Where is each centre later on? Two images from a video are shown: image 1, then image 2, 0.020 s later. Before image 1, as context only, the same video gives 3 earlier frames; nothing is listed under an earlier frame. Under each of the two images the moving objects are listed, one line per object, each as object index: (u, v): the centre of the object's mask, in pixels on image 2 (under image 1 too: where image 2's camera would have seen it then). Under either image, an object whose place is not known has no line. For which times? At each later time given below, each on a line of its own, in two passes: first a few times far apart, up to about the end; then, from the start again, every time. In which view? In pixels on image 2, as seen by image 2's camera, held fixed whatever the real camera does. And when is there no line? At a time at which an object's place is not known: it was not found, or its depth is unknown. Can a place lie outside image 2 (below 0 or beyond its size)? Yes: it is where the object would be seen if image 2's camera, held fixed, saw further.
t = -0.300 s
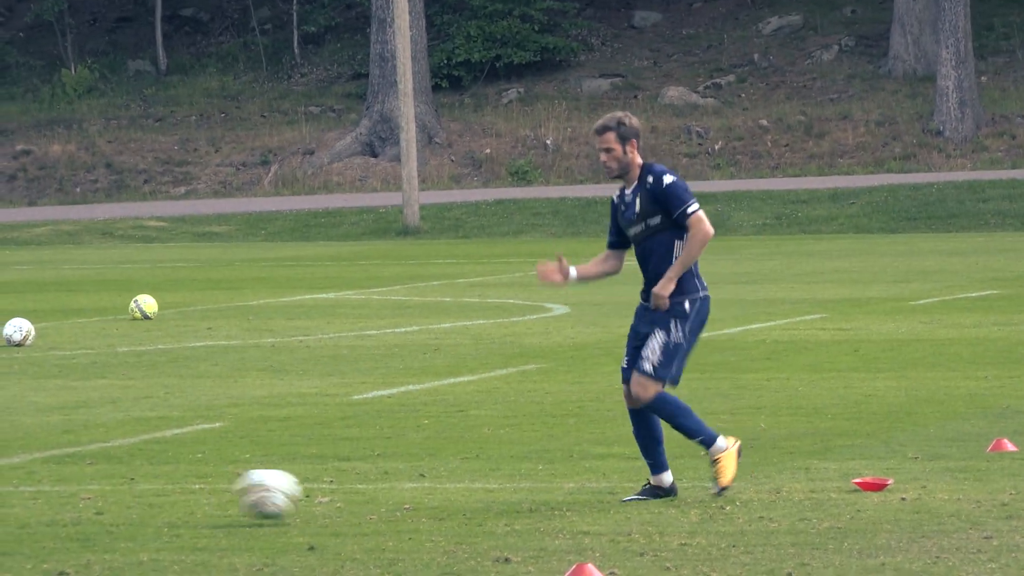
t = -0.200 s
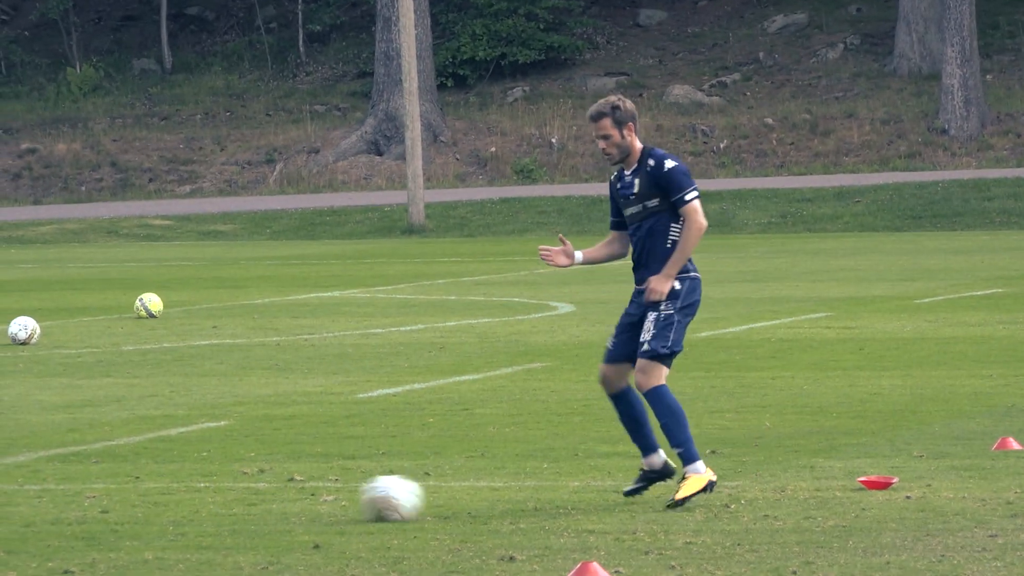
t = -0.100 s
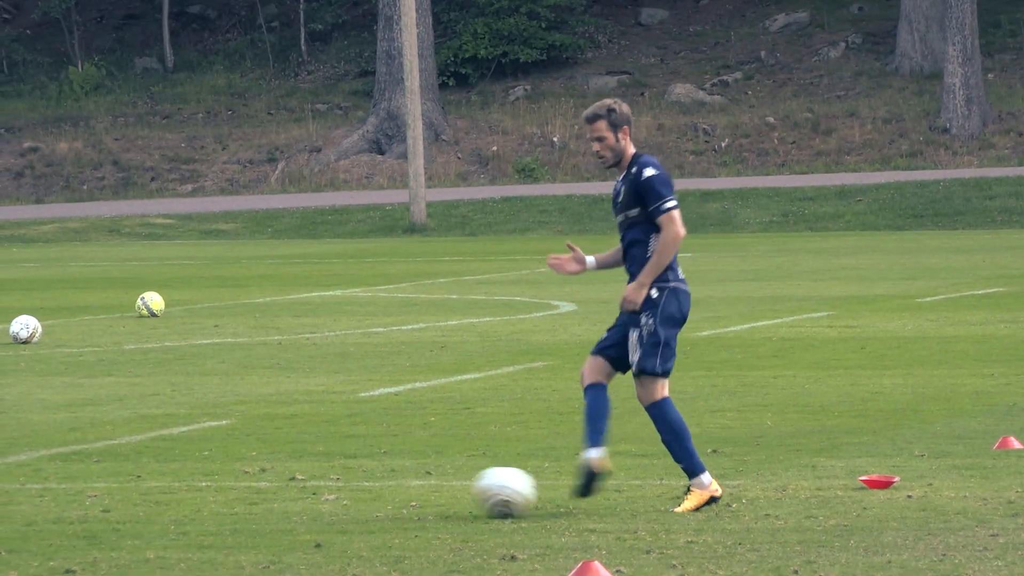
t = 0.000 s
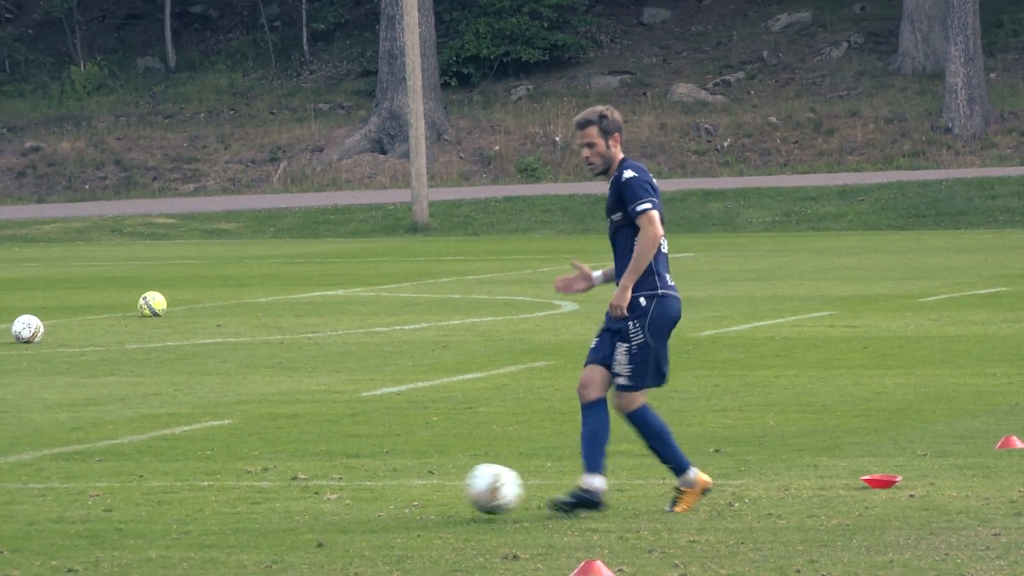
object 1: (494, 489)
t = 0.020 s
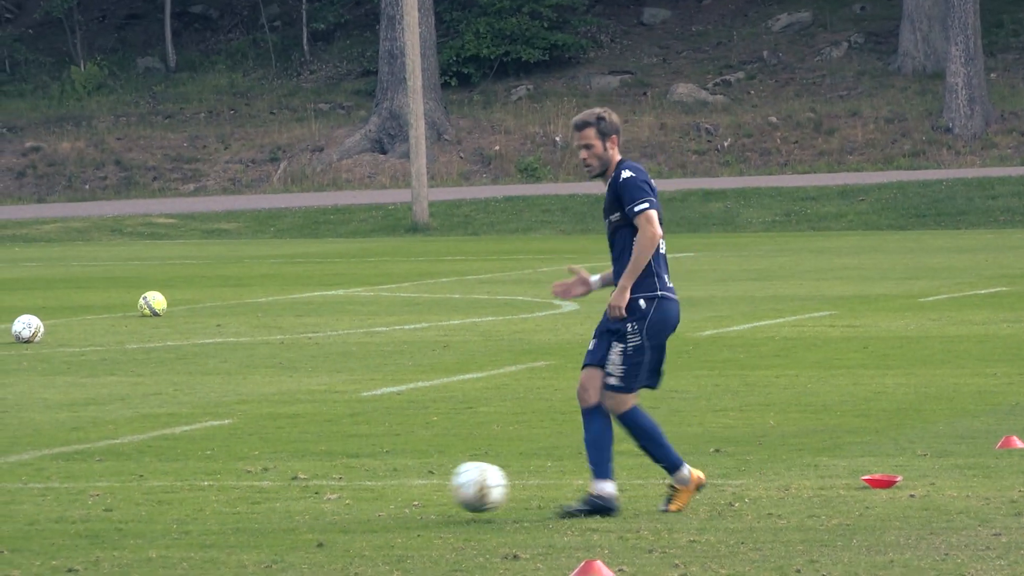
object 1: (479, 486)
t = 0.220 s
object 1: (329, 512)
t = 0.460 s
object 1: (198, 521)
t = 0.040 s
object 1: (465, 486)
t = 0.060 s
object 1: (449, 485)
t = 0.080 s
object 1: (434, 486)
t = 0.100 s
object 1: (419, 488)
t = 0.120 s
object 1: (404, 490)
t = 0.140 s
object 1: (388, 493)
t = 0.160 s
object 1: (374, 498)
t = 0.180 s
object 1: (359, 503)
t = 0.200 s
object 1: (342, 509)
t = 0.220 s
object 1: (329, 512)
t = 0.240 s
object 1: (317, 511)
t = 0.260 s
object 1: (306, 510)
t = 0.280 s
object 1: (295, 510)
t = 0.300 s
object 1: (284, 511)
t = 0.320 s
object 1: (273, 513)
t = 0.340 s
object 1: (262, 515)
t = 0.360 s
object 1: (251, 518)
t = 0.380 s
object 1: (241, 520)
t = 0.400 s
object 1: (230, 520)
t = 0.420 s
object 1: (220, 520)
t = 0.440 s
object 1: (209, 520)
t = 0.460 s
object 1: (198, 521)
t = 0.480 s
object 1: (188, 524)
